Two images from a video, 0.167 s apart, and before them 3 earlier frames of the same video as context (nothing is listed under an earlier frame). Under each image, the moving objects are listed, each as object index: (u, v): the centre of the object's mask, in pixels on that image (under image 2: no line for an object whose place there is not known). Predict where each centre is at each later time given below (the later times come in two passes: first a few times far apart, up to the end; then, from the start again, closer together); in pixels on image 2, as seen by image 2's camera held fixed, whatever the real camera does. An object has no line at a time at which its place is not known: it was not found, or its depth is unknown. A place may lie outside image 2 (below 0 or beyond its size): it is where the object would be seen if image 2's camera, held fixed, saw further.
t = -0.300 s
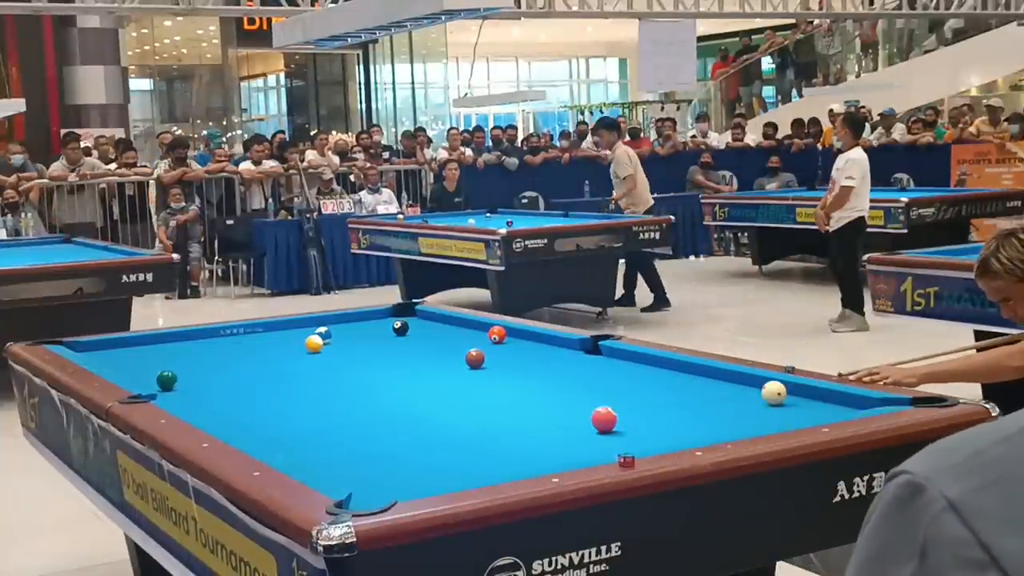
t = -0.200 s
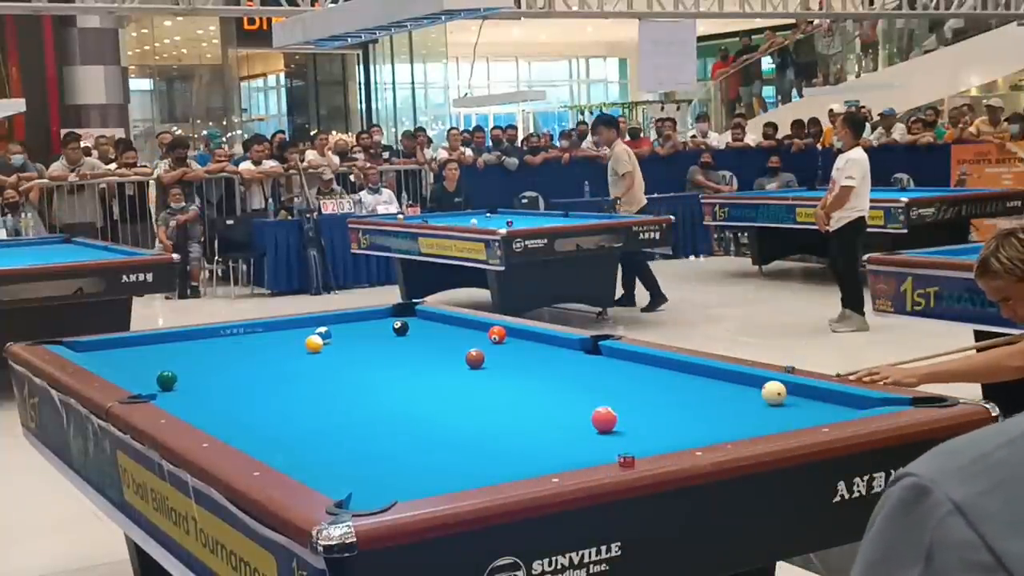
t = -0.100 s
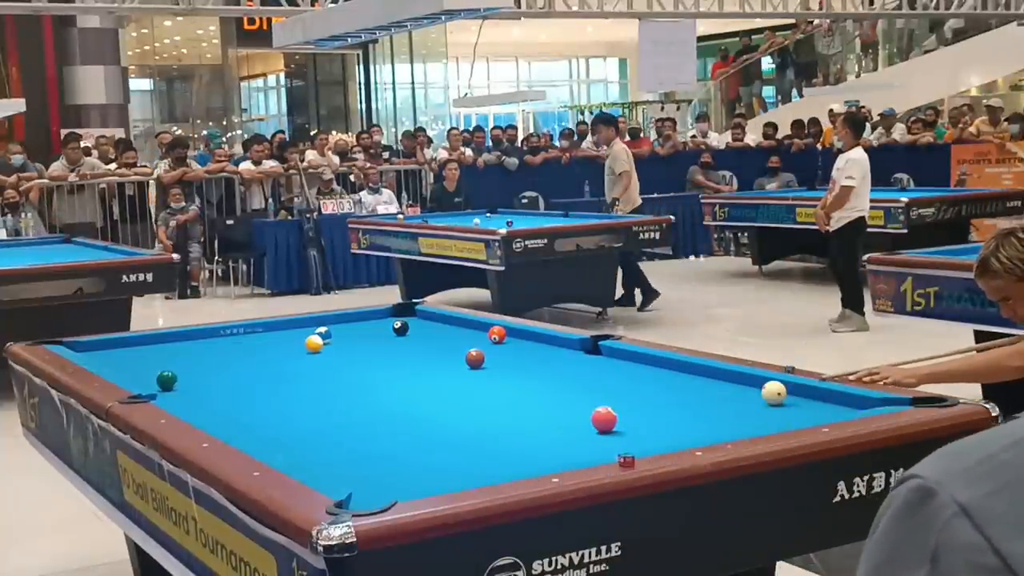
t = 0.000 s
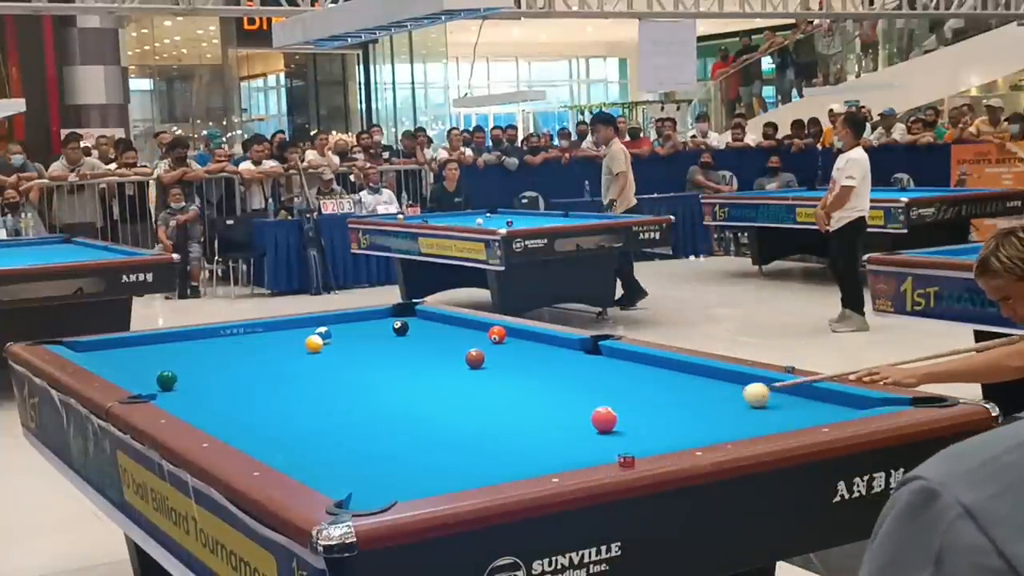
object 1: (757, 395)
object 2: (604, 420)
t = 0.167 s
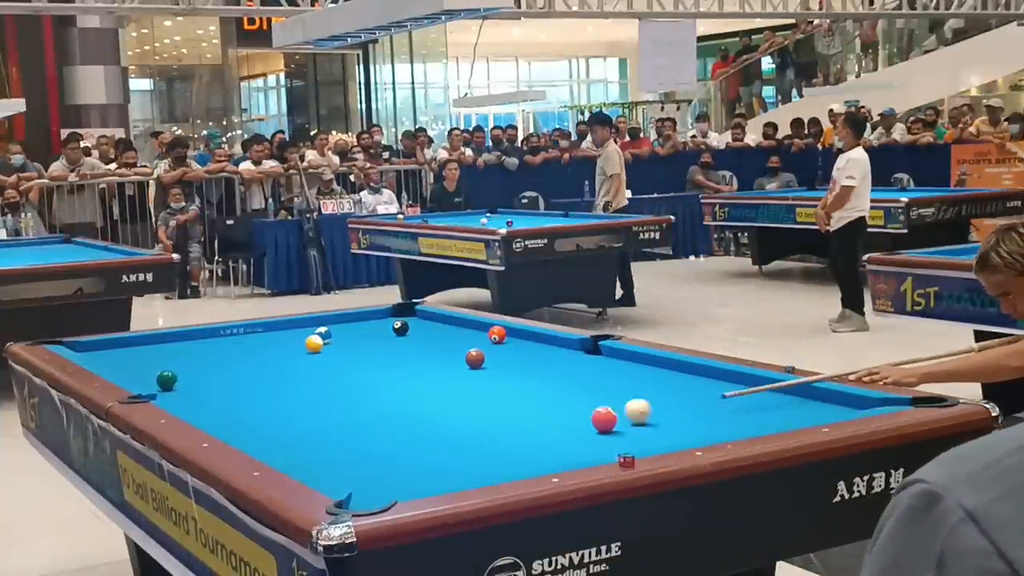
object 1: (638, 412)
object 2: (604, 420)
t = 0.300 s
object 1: (576, 411)
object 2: (565, 433)
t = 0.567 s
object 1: (461, 413)
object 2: (479, 463)
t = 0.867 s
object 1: (335, 415)
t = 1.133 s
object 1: (229, 416)
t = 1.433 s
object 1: (241, 405)
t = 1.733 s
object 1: (271, 393)
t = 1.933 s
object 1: (290, 386)
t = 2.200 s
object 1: (312, 377)
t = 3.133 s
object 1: (374, 354)
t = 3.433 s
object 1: (391, 348)
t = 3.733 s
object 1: (404, 342)
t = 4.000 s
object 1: (416, 339)
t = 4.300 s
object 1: (427, 334)
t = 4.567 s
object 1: (436, 331)
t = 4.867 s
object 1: (445, 328)
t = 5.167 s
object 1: (452, 325)
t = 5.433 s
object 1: (459, 322)
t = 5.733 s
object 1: (454, 322)
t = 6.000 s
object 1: (447, 322)
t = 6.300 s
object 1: (441, 322)
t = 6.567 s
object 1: (437, 322)
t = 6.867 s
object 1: (435, 322)
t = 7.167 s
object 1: (434, 322)
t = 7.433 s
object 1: (434, 322)
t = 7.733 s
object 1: (434, 322)
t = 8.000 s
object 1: (433, 322)
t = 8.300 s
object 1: (434, 322)
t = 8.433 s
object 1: (434, 322)
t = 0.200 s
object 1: (617, 412)
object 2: (602, 421)
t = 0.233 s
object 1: (604, 412)
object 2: (589, 425)
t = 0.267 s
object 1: (590, 412)
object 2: (577, 429)
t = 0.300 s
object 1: (576, 411)
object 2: (565, 433)
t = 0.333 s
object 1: (562, 411)
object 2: (554, 437)
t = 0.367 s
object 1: (548, 412)
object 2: (543, 441)
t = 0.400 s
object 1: (534, 412)
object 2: (532, 445)
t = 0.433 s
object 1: (519, 412)
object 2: (522, 449)
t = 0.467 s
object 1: (504, 412)
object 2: (512, 452)
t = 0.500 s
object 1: (490, 413)
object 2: (501, 456)
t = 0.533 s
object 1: (475, 413)
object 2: (490, 460)
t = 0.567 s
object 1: (461, 413)
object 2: (479, 463)
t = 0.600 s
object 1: (447, 413)
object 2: (468, 467)
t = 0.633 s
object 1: (432, 413)
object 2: (457, 470)
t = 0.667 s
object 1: (418, 414)
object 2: (445, 474)
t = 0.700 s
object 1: (404, 414)
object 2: (433, 477)
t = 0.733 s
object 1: (390, 414)
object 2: (420, 481)
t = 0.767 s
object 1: (376, 414)
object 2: (408, 485)
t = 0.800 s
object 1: (362, 414)
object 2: (395, 490)
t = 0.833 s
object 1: (349, 414)
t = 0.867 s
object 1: (335, 415)
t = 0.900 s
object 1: (321, 415)
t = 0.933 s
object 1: (307, 415)
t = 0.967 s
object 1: (294, 415)
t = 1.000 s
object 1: (281, 415)
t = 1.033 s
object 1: (268, 416)
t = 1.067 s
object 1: (254, 416)
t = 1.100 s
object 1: (241, 416)
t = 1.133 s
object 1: (229, 416)
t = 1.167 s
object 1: (216, 413)
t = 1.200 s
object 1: (211, 412)
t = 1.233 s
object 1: (217, 412)
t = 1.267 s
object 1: (222, 412)
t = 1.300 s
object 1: (226, 411)
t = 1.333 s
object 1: (229, 409)
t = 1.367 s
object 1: (233, 407)
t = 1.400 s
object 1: (237, 406)
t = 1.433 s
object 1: (241, 405)
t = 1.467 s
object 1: (244, 403)
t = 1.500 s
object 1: (248, 402)
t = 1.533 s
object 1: (251, 401)
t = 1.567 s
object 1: (255, 399)
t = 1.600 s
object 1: (258, 398)
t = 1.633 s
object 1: (261, 397)
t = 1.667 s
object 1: (265, 395)
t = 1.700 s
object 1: (268, 394)
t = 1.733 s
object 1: (271, 393)
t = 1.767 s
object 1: (274, 392)
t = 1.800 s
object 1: (277, 390)
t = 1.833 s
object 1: (281, 389)
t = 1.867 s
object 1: (283, 388)
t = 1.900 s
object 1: (287, 387)
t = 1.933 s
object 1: (290, 386)
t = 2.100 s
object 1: (304, 380)
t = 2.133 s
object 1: (307, 379)
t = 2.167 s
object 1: (310, 378)
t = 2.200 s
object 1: (312, 377)
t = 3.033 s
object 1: (368, 356)
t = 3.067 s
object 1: (371, 355)
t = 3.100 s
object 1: (373, 354)
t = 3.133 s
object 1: (374, 354)
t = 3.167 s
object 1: (376, 353)
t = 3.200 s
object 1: (378, 352)
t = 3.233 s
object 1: (380, 352)
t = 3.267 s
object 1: (382, 351)
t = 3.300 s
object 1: (384, 350)
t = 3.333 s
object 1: (385, 350)
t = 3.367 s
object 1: (387, 349)
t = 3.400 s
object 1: (389, 349)
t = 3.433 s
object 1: (391, 348)
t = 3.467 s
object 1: (392, 347)
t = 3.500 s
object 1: (394, 346)
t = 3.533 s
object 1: (395, 346)
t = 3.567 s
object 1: (397, 345)
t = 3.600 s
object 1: (398, 345)
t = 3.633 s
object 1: (400, 344)
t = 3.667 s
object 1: (402, 343)
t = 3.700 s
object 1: (403, 343)
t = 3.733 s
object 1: (404, 342)
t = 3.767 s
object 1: (406, 342)
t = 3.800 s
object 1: (407, 341)
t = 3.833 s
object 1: (409, 341)
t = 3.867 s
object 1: (410, 340)
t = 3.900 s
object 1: (412, 340)
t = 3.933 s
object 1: (413, 339)
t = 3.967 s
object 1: (414, 339)
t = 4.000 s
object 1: (416, 339)
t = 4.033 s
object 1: (417, 338)
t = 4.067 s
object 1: (418, 337)
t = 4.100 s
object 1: (420, 337)
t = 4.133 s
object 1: (421, 337)
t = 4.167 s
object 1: (422, 336)
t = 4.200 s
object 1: (423, 336)
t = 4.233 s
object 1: (425, 335)
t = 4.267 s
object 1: (426, 335)
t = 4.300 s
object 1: (427, 334)
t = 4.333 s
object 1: (428, 334)
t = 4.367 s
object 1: (429, 334)
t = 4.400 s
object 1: (430, 333)
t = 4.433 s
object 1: (431, 333)
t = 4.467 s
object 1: (433, 332)
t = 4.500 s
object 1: (433, 332)
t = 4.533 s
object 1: (435, 331)
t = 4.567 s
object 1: (436, 331)
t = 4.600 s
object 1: (437, 331)
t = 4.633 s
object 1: (438, 330)
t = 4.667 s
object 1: (439, 330)
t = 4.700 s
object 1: (440, 330)
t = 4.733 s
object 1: (441, 329)
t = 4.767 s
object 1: (442, 329)
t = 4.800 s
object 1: (442, 328)
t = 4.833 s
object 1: (444, 328)
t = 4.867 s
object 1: (445, 328)
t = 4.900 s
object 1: (445, 327)
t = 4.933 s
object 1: (446, 327)
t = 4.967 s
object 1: (447, 327)
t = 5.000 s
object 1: (448, 326)
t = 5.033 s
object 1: (449, 326)
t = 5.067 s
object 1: (450, 326)
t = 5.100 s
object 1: (450, 325)
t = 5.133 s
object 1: (451, 325)
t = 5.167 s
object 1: (452, 325)
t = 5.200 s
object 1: (453, 324)
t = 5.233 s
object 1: (454, 324)
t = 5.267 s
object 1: (455, 324)
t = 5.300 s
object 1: (456, 323)
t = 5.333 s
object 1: (457, 323)
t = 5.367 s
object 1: (457, 323)
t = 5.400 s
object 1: (458, 322)
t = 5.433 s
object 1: (459, 322)
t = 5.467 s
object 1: (460, 322)
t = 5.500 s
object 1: (460, 322)
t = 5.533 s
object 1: (460, 322)
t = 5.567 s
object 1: (459, 321)
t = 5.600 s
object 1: (458, 321)
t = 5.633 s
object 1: (457, 321)
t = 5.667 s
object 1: (456, 321)
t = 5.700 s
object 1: (455, 321)
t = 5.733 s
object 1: (454, 322)
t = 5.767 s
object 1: (453, 321)
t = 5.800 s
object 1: (452, 322)
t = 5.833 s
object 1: (451, 322)
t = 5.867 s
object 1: (450, 322)
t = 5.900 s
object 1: (450, 322)
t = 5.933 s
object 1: (449, 322)
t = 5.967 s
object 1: (448, 322)
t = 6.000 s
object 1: (447, 322)
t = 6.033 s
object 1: (446, 322)
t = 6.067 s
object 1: (445, 322)
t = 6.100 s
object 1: (445, 322)
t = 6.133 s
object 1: (444, 322)
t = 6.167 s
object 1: (443, 322)
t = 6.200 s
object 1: (443, 322)
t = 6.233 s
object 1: (442, 322)
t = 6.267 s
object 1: (441, 322)
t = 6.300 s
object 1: (441, 322)
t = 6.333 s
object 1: (440, 322)
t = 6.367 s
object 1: (440, 322)
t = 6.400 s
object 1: (439, 322)
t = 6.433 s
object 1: (439, 322)
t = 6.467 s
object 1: (438, 322)
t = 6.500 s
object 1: (438, 322)
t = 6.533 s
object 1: (438, 322)
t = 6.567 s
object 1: (437, 322)
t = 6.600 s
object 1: (437, 322)
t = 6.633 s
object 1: (437, 322)
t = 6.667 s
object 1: (436, 322)
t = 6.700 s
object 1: (436, 322)
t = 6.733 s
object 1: (436, 322)
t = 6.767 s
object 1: (435, 322)
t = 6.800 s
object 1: (435, 322)
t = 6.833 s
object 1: (435, 322)
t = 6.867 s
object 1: (435, 322)
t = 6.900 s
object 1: (435, 322)
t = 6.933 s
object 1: (434, 322)
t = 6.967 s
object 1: (434, 322)
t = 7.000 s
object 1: (434, 322)
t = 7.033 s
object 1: (434, 322)
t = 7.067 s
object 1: (434, 322)
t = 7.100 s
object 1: (434, 322)
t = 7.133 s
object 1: (434, 322)
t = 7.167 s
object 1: (434, 322)
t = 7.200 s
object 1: (434, 322)
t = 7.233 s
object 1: (434, 322)
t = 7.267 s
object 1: (434, 322)
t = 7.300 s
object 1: (434, 322)
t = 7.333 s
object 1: (434, 322)
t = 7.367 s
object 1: (434, 322)
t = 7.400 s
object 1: (434, 322)
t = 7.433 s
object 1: (434, 322)
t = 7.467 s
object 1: (434, 322)
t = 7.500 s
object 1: (434, 322)
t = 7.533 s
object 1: (434, 322)
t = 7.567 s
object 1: (434, 322)
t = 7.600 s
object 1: (434, 322)
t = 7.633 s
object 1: (434, 322)
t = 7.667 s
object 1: (434, 322)
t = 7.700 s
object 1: (434, 322)
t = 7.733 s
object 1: (434, 322)
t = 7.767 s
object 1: (434, 322)
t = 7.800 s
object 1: (434, 322)
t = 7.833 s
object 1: (434, 322)
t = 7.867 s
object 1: (433, 322)
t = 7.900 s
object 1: (434, 322)
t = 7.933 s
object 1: (433, 322)
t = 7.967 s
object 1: (434, 322)
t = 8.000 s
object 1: (433, 322)
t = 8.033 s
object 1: (434, 322)
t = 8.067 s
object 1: (434, 322)
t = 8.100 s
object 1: (434, 322)
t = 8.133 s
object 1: (434, 322)
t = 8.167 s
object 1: (434, 322)
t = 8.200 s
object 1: (433, 322)
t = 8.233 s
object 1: (434, 322)
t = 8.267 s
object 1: (434, 322)
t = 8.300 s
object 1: (434, 322)
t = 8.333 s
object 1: (434, 322)
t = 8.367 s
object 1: (434, 322)
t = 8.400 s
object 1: (434, 322)
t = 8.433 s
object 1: (434, 322)
